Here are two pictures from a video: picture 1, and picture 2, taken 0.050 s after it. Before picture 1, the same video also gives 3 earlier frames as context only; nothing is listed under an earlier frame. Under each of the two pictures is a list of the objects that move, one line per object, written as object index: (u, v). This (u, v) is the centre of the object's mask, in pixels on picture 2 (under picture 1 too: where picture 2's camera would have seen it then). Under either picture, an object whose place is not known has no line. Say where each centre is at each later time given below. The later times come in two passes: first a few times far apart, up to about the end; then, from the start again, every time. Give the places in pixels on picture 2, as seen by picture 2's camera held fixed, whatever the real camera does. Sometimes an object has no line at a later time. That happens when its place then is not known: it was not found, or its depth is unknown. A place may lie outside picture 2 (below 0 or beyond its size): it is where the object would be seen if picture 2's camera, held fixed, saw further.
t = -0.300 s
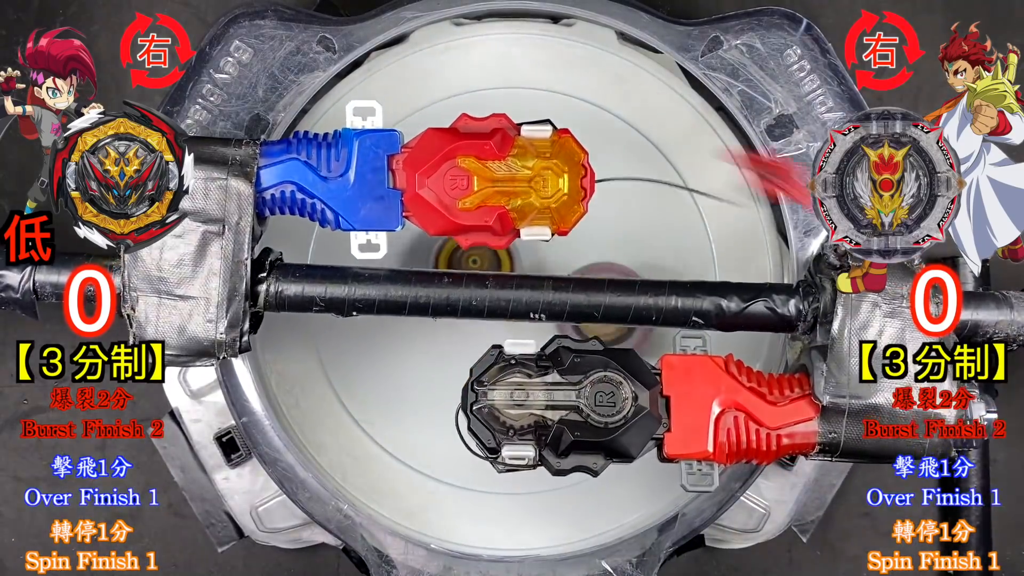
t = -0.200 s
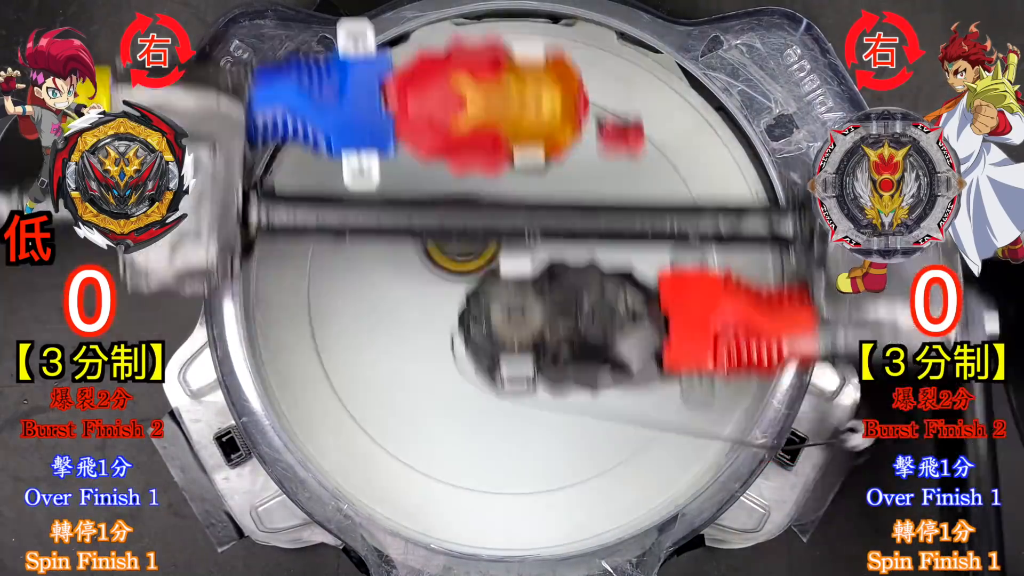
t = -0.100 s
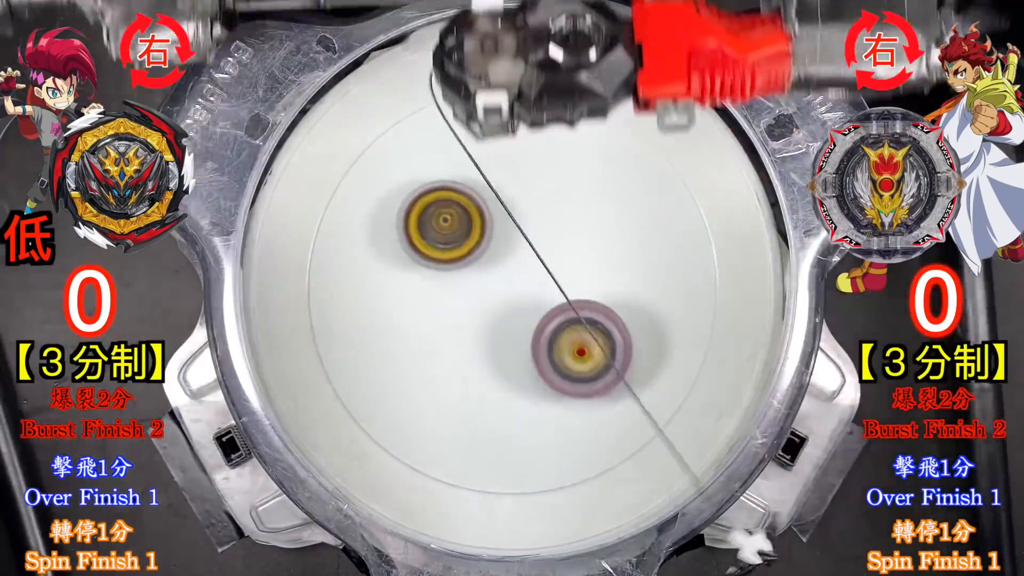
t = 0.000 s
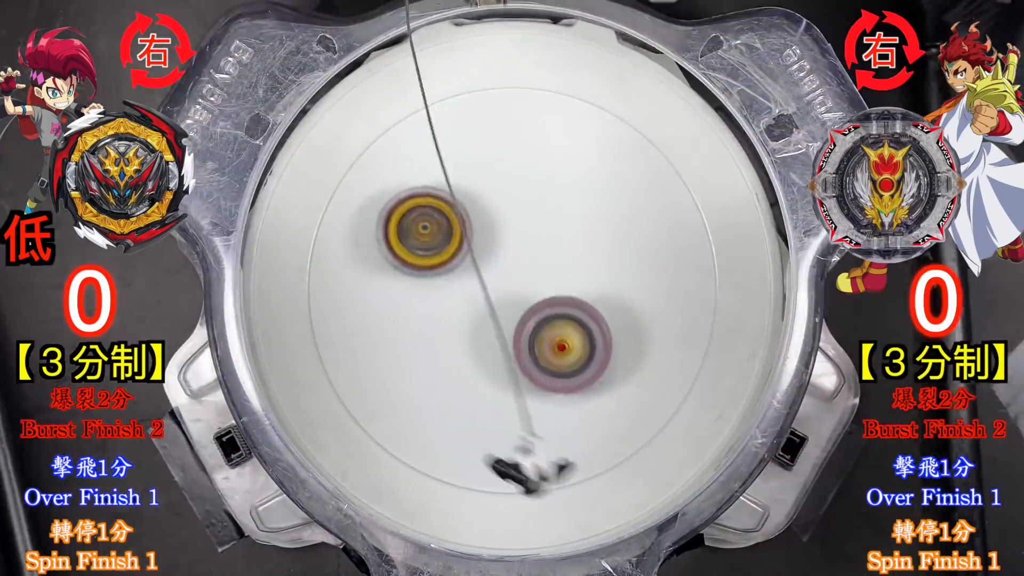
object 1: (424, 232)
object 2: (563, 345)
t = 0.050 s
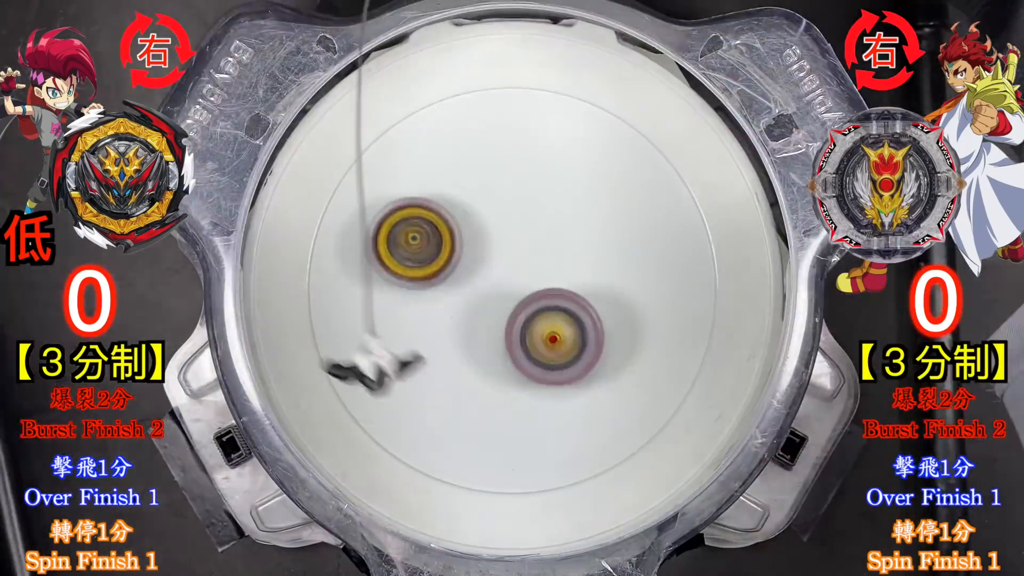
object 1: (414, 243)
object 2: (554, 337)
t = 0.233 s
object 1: (385, 319)
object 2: (528, 299)
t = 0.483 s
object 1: (451, 407)
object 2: (542, 270)
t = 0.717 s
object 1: (532, 348)
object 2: (598, 197)
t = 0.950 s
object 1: (452, 250)
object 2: (549, 186)
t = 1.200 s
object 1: (293, 331)
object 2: (559, 264)
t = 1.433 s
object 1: (376, 425)
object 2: (558, 344)
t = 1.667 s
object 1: (465, 361)
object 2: (708, 298)
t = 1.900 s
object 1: (469, 204)
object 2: (715, 182)
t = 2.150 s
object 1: (417, 193)
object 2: (548, 202)
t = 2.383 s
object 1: (289, 325)
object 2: (568, 317)
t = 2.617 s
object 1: (491, 396)
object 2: (618, 362)
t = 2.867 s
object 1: (550, 227)
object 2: (717, 276)
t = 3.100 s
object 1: (467, 134)
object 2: (541, 215)
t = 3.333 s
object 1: (398, 220)
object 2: (367, 363)
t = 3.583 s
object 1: (507, 340)
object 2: (474, 469)
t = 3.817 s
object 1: (628, 269)
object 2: (652, 377)
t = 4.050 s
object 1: (583, 112)
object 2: (594, 253)
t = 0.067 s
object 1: (411, 247)
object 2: (551, 334)
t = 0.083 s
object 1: (407, 253)
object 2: (549, 331)
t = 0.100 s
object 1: (404, 259)
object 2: (546, 327)
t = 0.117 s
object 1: (401, 265)
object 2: (543, 324)
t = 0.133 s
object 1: (398, 272)
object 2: (541, 320)
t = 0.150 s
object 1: (395, 279)
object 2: (538, 316)
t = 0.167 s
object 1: (393, 287)
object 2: (535, 312)
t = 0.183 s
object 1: (390, 294)
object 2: (533, 308)
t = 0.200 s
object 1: (388, 302)
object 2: (531, 305)
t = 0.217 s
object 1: (387, 311)
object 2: (529, 302)
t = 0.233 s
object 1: (385, 319)
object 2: (528, 299)
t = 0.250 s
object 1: (384, 328)
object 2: (528, 296)
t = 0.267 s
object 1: (384, 337)
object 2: (527, 292)
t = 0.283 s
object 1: (384, 345)
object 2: (527, 289)
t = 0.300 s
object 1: (385, 354)
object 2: (527, 286)
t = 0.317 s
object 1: (386, 362)
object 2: (527, 283)
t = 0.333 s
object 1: (389, 370)
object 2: (527, 282)
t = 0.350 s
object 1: (392, 378)
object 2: (528, 280)
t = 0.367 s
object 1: (396, 385)
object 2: (529, 279)
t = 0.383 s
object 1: (401, 391)
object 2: (531, 277)
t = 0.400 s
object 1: (407, 397)
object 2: (533, 276)
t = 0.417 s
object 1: (414, 402)
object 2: (535, 275)
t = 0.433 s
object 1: (422, 405)
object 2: (538, 273)
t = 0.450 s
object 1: (431, 407)
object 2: (539, 272)
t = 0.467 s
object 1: (441, 408)
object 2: (540, 271)
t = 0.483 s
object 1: (451, 407)
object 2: (542, 270)
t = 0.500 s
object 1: (462, 405)
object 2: (545, 269)
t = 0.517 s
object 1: (473, 401)
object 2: (547, 268)
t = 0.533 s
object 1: (484, 396)
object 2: (550, 267)
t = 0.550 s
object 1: (495, 389)
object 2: (552, 266)
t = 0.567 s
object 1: (506, 382)
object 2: (554, 266)
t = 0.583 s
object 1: (516, 372)
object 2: (555, 266)
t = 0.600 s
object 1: (525, 361)
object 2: (556, 266)
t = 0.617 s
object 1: (529, 359)
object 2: (562, 258)
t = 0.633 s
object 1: (531, 360)
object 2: (570, 246)
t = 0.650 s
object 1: (532, 359)
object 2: (576, 234)
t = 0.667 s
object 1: (533, 358)
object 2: (582, 223)
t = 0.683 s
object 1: (533, 356)
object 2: (588, 214)
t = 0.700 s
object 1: (533, 352)
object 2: (594, 205)
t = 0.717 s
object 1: (532, 348)
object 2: (598, 197)
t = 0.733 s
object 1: (531, 343)
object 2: (602, 189)
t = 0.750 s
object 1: (529, 337)
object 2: (604, 182)
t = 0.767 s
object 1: (527, 330)
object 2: (604, 178)
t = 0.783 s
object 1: (524, 323)
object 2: (604, 174)
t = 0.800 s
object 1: (520, 315)
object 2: (602, 172)
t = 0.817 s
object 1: (516, 308)
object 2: (599, 169)
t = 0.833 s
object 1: (512, 299)
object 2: (594, 168)
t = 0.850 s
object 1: (507, 291)
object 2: (587, 168)
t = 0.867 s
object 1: (501, 282)
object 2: (580, 171)
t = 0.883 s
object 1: (495, 273)
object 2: (573, 173)
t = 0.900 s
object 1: (488, 264)
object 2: (564, 177)
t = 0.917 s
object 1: (482, 256)
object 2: (555, 182)
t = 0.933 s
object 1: (471, 250)
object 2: (547, 187)
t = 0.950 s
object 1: (452, 250)
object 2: (549, 186)
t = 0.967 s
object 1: (433, 250)
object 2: (551, 187)
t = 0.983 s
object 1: (415, 251)
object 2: (554, 187)
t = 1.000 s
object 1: (398, 252)
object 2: (554, 188)
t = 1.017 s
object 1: (381, 255)
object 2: (554, 191)
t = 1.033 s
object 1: (364, 258)
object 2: (555, 195)
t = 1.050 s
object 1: (351, 263)
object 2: (556, 200)
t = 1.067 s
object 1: (337, 267)
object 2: (556, 205)
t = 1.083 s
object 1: (325, 273)
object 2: (555, 211)
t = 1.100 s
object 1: (315, 279)
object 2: (555, 218)
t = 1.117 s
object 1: (308, 287)
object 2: (555, 226)
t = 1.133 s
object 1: (302, 296)
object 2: (556, 232)
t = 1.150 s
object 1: (298, 305)
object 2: (556, 239)
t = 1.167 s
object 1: (295, 313)
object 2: (556, 247)
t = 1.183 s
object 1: (294, 322)
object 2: (557, 256)
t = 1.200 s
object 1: (293, 331)
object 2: (559, 264)
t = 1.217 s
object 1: (294, 339)
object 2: (559, 270)
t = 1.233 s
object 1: (295, 347)
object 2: (558, 278)
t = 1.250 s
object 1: (296, 355)
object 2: (559, 287)
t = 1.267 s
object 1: (299, 363)
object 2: (560, 293)
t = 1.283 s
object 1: (301, 371)
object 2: (559, 298)
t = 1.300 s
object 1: (305, 380)
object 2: (558, 305)
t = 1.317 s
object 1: (311, 388)
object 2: (558, 312)
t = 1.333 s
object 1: (316, 395)
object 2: (559, 318)
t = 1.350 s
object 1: (323, 402)
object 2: (558, 322)
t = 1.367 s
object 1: (330, 408)
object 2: (557, 328)
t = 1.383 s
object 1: (339, 414)
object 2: (558, 333)
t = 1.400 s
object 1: (349, 418)
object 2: (559, 337)
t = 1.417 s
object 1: (361, 423)
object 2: (558, 340)
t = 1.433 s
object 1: (376, 425)
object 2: (558, 344)
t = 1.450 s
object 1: (393, 426)
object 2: (559, 348)
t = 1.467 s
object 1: (411, 425)
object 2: (559, 350)
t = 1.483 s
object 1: (429, 422)
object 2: (559, 352)
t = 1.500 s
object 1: (447, 419)
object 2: (560, 355)
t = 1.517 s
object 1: (467, 414)
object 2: (561, 357)
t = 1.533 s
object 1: (479, 408)
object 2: (568, 356)
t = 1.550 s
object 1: (474, 406)
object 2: (591, 349)
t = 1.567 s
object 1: (470, 405)
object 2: (612, 342)
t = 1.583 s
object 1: (468, 401)
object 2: (631, 336)
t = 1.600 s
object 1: (466, 395)
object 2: (650, 330)
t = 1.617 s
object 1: (464, 388)
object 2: (667, 322)
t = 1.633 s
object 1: (463, 382)
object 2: (681, 314)
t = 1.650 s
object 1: (465, 372)
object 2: (696, 307)
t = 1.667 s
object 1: (465, 361)
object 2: (708, 298)
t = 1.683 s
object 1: (466, 351)
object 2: (716, 288)
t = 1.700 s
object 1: (468, 341)
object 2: (723, 279)
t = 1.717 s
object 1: (470, 329)
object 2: (729, 268)
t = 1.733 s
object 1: (470, 316)
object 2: (732, 259)
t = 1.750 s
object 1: (471, 304)
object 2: (736, 250)
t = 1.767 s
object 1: (472, 292)
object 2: (737, 240)
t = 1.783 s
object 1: (473, 279)
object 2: (737, 232)
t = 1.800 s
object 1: (473, 266)
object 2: (737, 224)
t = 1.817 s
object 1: (472, 255)
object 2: (734, 215)
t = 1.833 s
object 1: (473, 244)
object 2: (732, 209)
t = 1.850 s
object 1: (471, 232)
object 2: (730, 201)
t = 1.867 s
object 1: (470, 222)
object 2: (725, 194)
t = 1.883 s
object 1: (469, 214)
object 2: (721, 189)
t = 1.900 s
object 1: (469, 204)
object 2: (715, 182)
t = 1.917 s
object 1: (467, 197)
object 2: (708, 177)
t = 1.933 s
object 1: (465, 191)
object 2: (700, 174)
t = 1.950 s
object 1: (465, 185)
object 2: (691, 170)
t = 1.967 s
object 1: (463, 180)
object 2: (680, 168)
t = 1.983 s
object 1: (461, 177)
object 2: (670, 166)
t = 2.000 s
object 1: (460, 176)
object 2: (656, 165)
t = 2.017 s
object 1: (459, 174)
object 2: (642, 166)
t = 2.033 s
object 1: (457, 174)
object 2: (628, 166)
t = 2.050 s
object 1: (457, 176)
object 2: (611, 168)
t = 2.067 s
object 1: (456, 177)
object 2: (597, 171)
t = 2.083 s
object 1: (453, 179)
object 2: (580, 173)
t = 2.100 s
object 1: (452, 184)
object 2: (564, 179)
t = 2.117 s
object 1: (452, 188)
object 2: (549, 185)
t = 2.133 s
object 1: (436, 190)
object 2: (547, 193)
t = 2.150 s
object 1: (417, 193)
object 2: (548, 202)
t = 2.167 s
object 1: (400, 197)
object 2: (547, 212)
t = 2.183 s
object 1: (382, 201)
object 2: (547, 222)
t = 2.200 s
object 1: (364, 206)
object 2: (547, 230)
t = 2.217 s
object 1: (347, 213)
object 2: (547, 241)
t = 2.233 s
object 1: (332, 219)
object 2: (549, 250)
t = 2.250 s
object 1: (318, 229)
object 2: (550, 258)
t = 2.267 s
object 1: (310, 241)
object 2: (552, 267)
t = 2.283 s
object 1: (301, 252)
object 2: (553, 275)
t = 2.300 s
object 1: (292, 266)
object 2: (554, 283)
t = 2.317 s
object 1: (288, 279)
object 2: (557, 290)
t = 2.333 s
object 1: (286, 290)
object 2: (559, 297)
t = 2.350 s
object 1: (283, 302)
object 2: (562, 304)
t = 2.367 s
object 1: (286, 314)
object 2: (564, 310)
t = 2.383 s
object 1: (289, 325)
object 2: (568, 317)
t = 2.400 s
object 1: (293, 336)
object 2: (571, 322)
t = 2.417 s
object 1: (300, 347)
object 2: (574, 328)
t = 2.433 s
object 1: (308, 356)
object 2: (578, 333)
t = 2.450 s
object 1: (318, 366)
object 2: (581, 338)
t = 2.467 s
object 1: (331, 374)
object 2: (585, 343)
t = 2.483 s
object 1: (343, 380)
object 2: (589, 345)
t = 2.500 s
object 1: (359, 388)
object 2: (593, 349)
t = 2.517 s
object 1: (377, 393)
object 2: (598, 352)
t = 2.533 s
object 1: (394, 398)
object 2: (601, 355)
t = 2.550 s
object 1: (414, 402)
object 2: (605, 357)
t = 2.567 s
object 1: (432, 402)
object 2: (608, 358)
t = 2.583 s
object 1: (452, 402)
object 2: (612, 360)
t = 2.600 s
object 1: (473, 400)
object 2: (616, 360)
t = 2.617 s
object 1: (491, 396)
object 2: (618, 362)
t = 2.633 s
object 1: (512, 392)
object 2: (622, 361)
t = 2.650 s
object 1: (530, 383)
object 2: (625, 361)
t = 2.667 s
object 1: (533, 377)
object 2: (643, 359)
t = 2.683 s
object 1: (537, 368)
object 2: (659, 355)
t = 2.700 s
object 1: (539, 358)
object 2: (675, 353)
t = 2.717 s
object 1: (543, 348)
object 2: (689, 347)
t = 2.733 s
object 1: (546, 334)
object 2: (701, 343)
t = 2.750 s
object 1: (549, 323)
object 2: (709, 334)
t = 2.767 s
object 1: (551, 309)
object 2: (712, 327)
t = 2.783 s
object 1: (551, 295)
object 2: (718, 319)
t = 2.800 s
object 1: (554, 280)
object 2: (719, 310)
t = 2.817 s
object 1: (553, 265)
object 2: (721, 302)
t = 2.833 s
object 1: (553, 253)
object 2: (720, 293)
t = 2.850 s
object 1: (552, 239)
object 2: (720, 285)
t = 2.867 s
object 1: (550, 227)
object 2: (717, 276)
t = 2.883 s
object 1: (547, 216)
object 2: (715, 269)
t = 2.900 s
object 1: (542, 207)
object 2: (709, 259)
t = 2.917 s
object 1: (539, 198)
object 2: (702, 252)
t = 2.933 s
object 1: (534, 188)
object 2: (692, 243)
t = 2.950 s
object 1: (530, 179)
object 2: (682, 237)
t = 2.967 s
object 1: (525, 170)
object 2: (669, 229)
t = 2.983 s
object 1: (519, 163)
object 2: (656, 224)
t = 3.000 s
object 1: (512, 155)
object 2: (641, 218)
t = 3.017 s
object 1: (503, 149)
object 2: (625, 216)
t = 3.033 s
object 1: (497, 144)
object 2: (609, 212)
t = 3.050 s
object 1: (488, 140)
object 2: (591, 212)
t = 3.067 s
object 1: (482, 138)
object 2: (575, 211)
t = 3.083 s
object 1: (474, 135)
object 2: (557, 213)
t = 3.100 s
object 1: (467, 134)
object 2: (541, 215)
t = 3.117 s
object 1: (459, 133)
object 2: (523, 220)
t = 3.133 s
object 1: (451, 135)
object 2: (507, 225)
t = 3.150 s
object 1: (444, 136)
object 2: (491, 233)
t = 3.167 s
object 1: (436, 140)
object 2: (476, 239)
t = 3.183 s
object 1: (431, 144)
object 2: (461, 249)
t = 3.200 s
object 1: (424, 150)
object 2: (447, 258)
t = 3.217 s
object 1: (420, 156)
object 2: (434, 269)
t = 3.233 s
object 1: (415, 163)
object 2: (422, 280)
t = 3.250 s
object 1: (410, 171)
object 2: (410, 293)
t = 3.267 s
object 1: (406, 179)
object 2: (399, 305)
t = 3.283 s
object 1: (402, 188)
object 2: (389, 320)
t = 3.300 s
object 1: (400, 198)
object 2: (381, 334)
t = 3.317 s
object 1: (398, 209)
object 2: (373, 350)
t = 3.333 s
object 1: (398, 220)
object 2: (367, 363)
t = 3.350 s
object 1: (398, 232)
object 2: (362, 379)
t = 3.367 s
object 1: (401, 243)
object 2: (359, 393)
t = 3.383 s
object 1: (402, 254)
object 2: (357, 409)
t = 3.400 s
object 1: (408, 265)
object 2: (358, 420)
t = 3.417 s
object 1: (413, 276)
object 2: (364, 431)
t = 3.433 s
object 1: (420, 287)
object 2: (369, 440)
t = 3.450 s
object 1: (427, 296)
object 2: (376, 451)
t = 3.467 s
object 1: (436, 305)
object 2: (384, 456)
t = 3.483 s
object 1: (444, 312)
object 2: (395, 462)
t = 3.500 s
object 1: (455, 319)
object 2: (405, 466)
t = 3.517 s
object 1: (464, 325)
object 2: (418, 470)
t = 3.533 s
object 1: (475, 331)
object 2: (430, 472)
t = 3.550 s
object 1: (485, 334)
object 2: (444, 472)
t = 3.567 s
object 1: (496, 339)
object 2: (458, 472)
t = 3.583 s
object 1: (507, 340)
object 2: (474, 469)
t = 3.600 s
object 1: (518, 343)
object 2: (489, 467)
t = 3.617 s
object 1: (530, 343)
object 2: (505, 462)
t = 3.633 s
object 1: (541, 343)
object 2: (521, 459)
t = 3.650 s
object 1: (552, 340)
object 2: (536, 454)
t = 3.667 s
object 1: (562, 340)
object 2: (553, 449)
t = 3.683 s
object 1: (572, 336)
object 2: (567, 442)
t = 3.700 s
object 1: (580, 331)
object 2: (582, 435)
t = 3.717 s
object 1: (590, 325)
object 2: (595, 427)
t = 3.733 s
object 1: (597, 321)
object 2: (607, 418)
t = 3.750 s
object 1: (605, 314)
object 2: (618, 410)
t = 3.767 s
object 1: (611, 306)
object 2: (627, 398)
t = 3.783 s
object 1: (618, 294)
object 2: (638, 392)
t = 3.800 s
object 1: (624, 283)
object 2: (645, 386)
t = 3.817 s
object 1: (628, 269)
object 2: (652, 377)
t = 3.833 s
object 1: (632, 258)
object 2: (657, 370)
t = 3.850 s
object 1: (635, 244)
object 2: (660, 360)
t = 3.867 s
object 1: (638, 231)
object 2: (663, 352)
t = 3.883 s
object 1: (637, 219)
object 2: (663, 342)
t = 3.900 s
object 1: (639, 206)
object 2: (663, 333)
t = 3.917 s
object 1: (635, 193)
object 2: (660, 323)
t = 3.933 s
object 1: (635, 180)
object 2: (657, 313)
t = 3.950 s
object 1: (630, 169)
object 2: (651, 304)
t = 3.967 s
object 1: (625, 156)
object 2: (644, 292)
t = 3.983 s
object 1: (618, 146)
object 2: (637, 284)
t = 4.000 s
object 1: (612, 135)
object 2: (627, 275)
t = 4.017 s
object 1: (602, 127)
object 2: (618, 267)
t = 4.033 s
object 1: (593, 118)
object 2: (606, 261)
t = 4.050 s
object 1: (583, 112)
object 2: (594, 253)
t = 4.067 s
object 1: (571, 104)
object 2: (582, 248)
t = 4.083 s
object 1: (547, 98)
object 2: (556, 241)
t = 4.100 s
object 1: (522, 96)
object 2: (528, 238)
